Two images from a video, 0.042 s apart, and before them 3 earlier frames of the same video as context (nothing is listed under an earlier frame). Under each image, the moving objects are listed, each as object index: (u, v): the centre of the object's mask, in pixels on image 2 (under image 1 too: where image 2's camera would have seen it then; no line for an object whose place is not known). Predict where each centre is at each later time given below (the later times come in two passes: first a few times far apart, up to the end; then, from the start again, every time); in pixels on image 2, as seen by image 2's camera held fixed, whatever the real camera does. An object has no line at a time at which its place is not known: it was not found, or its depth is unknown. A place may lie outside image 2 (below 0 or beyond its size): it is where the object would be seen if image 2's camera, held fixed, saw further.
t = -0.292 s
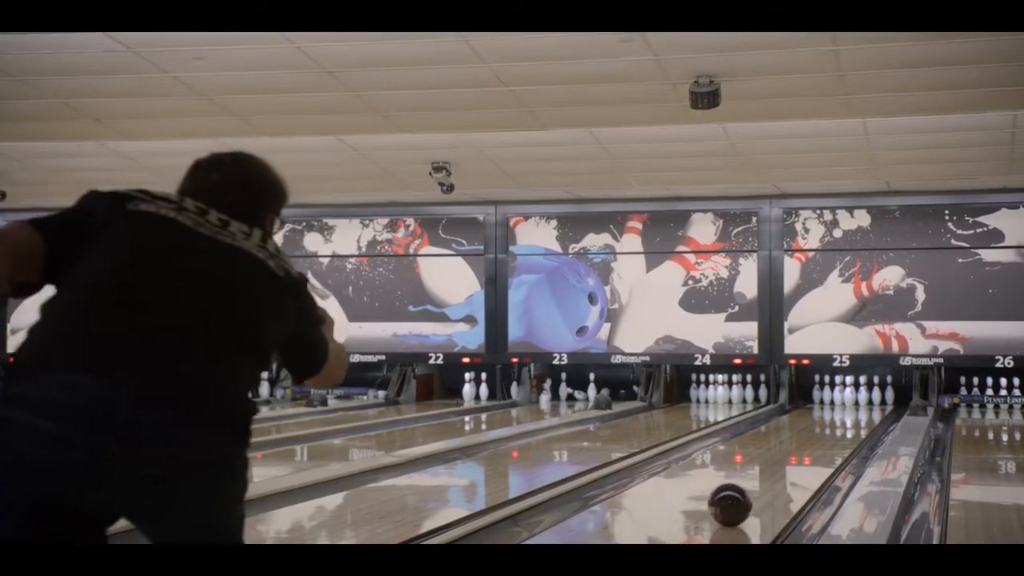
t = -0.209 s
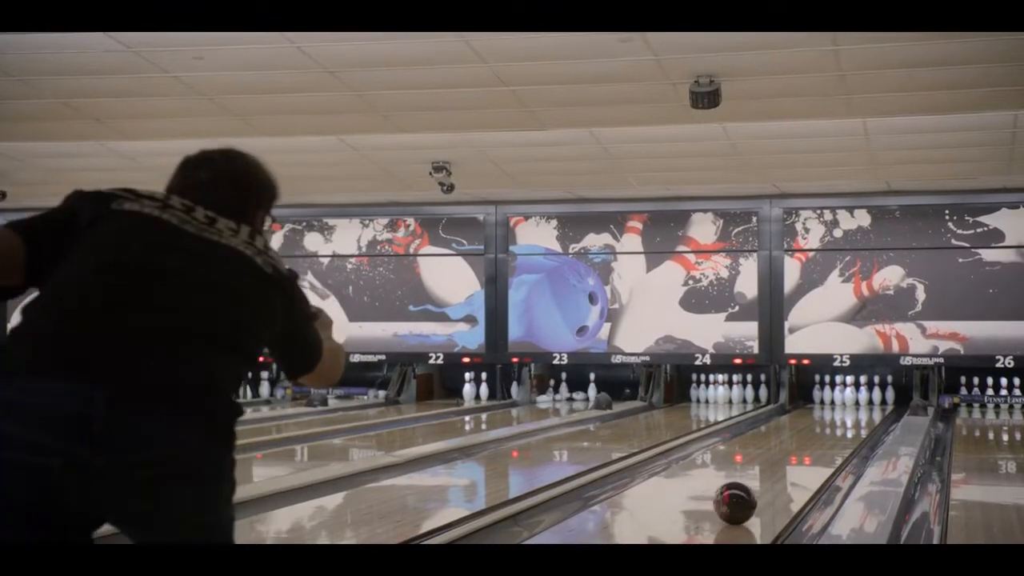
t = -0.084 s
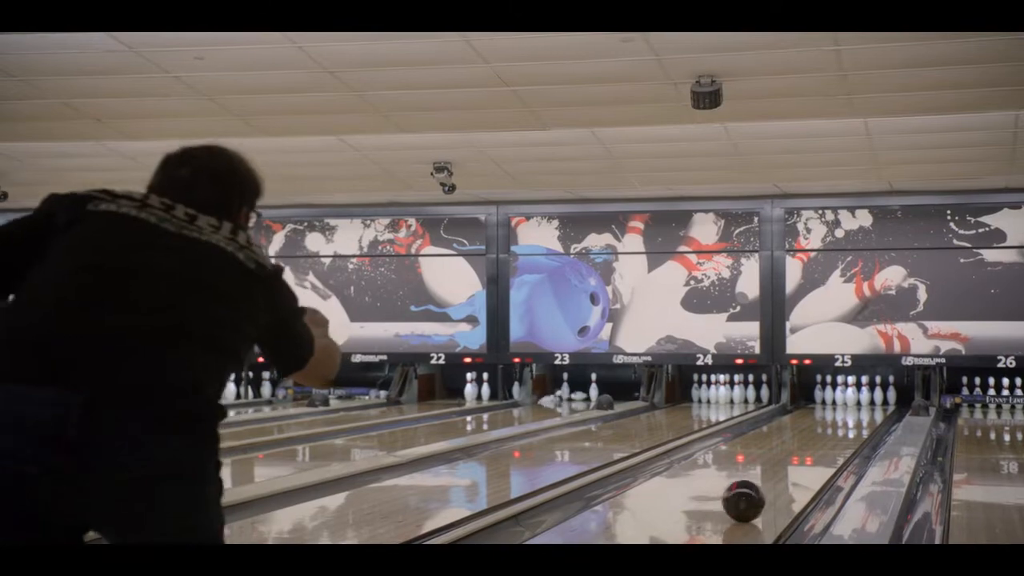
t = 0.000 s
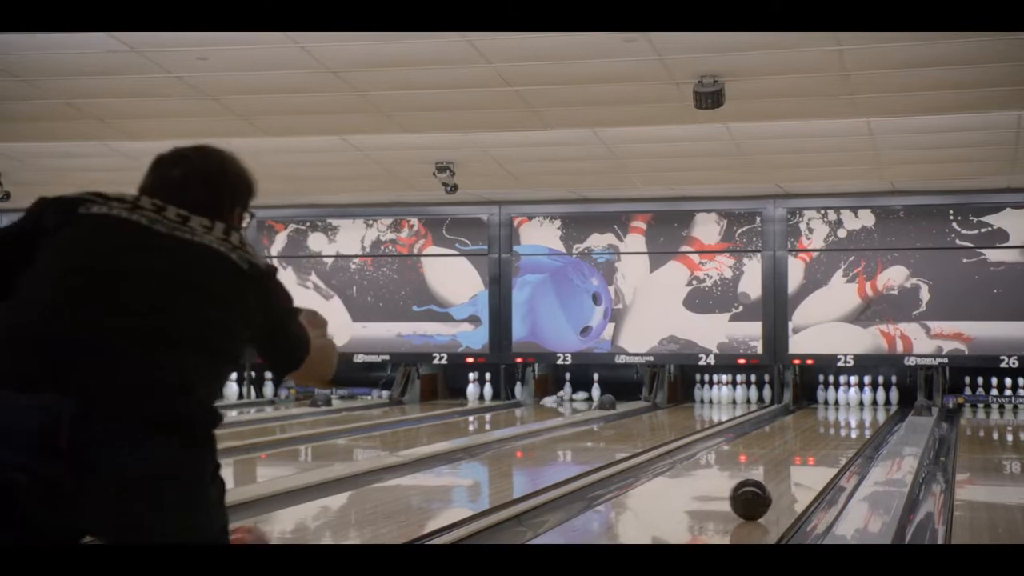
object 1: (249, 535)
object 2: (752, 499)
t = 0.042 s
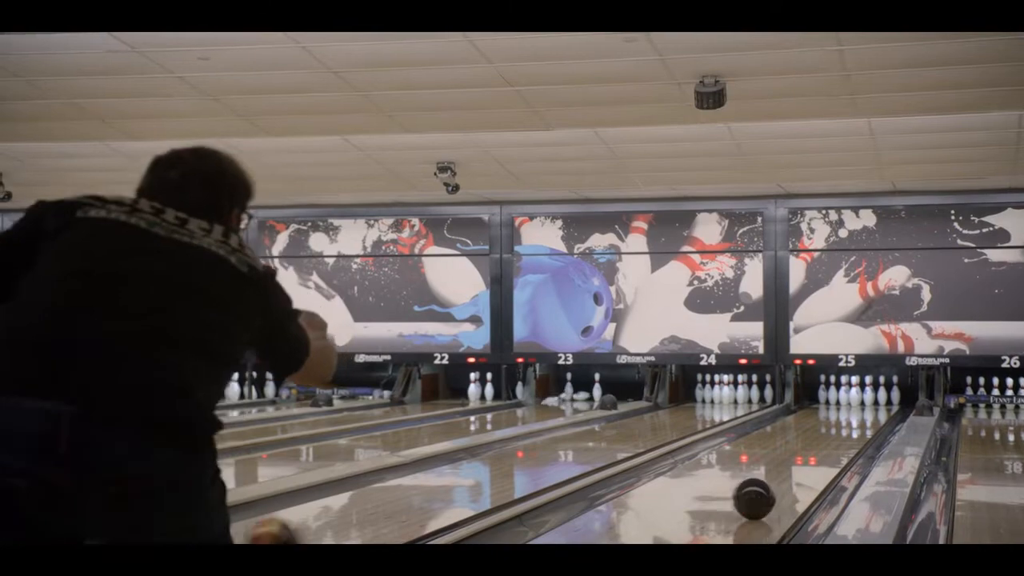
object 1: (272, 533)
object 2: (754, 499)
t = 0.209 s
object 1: (365, 516)
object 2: (762, 496)
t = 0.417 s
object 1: (452, 490)
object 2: (772, 492)
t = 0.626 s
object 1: (514, 471)
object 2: (782, 489)
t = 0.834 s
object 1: (558, 458)
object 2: (791, 486)
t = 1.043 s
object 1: (590, 447)
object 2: (799, 483)
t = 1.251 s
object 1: (614, 438)
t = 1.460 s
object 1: (633, 430)
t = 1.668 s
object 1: (649, 424)
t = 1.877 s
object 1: (660, 418)
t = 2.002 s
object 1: (666, 416)
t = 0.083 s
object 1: (300, 529)
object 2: (756, 497)
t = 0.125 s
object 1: (323, 525)
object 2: (758, 497)
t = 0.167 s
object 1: (346, 521)
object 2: (760, 497)
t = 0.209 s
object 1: (365, 516)
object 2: (762, 496)
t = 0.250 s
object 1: (387, 509)
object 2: (764, 494)
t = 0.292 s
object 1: (405, 505)
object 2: (766, 494)
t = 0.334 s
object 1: (422, 499)
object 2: (768, 493)
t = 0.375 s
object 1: (438, 494)
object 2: (770, 493)
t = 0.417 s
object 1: (452, 490)
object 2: (772, 492)
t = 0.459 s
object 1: (466, 486)
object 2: (774, 491)
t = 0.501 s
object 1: (480, 482)
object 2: (776, 491)
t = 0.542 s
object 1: (492, 479)
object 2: (778, 490)
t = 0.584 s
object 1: (503, 475)
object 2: (780, 489)
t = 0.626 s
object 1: (514, 471)
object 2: (782, 489)
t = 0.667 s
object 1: (524, 468)
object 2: (784, 488)
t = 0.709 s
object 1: (532, 465)
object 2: (786, 488)
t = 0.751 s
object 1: (542, 463)
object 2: (787, 487)
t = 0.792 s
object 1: (550, 460)
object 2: (789, 486)
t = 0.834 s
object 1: (558, 458)
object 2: (791, 486)
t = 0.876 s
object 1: (565, 455)
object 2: (792, 485)
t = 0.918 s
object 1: (572, 453)
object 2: (794, 484)
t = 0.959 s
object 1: (578, 451)
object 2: (796, 484)
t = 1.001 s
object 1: (584, 449)
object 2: (797, 483)
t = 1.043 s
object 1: (590, 447)
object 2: (799, 483)
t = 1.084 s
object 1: (596, 445)
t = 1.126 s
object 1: (600, 443)
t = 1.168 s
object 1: (605, 441)
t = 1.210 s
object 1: (609, 439)
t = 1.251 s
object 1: (614, 438)
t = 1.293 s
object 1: (617, 436)
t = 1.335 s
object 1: (622, 434)
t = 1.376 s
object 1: (626, 433)
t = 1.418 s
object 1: (630, 431)
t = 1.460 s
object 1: (633, 430)
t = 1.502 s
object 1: (636, 428)
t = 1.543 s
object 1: (639, 427)
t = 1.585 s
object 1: (642, 426)
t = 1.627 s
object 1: (646, 425)
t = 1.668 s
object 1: (649, 424)
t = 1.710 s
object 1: (651, 422)
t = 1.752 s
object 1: (654, 421)
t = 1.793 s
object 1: (657, 420)
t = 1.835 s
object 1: (659, 419)
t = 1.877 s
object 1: (660, 418)
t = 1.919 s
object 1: (662, 417)
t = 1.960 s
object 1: (663, 417)
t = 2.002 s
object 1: (666, 416)
